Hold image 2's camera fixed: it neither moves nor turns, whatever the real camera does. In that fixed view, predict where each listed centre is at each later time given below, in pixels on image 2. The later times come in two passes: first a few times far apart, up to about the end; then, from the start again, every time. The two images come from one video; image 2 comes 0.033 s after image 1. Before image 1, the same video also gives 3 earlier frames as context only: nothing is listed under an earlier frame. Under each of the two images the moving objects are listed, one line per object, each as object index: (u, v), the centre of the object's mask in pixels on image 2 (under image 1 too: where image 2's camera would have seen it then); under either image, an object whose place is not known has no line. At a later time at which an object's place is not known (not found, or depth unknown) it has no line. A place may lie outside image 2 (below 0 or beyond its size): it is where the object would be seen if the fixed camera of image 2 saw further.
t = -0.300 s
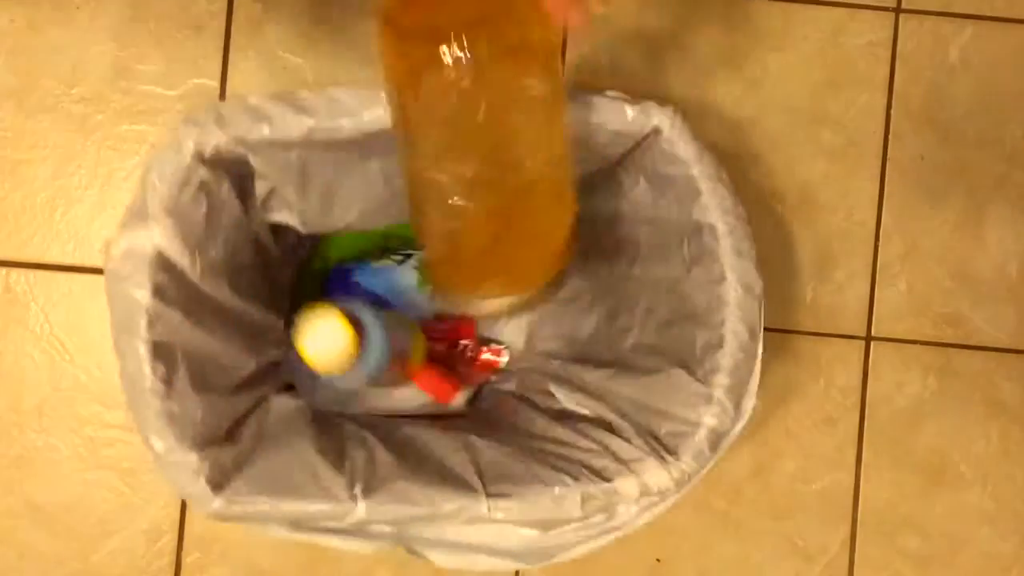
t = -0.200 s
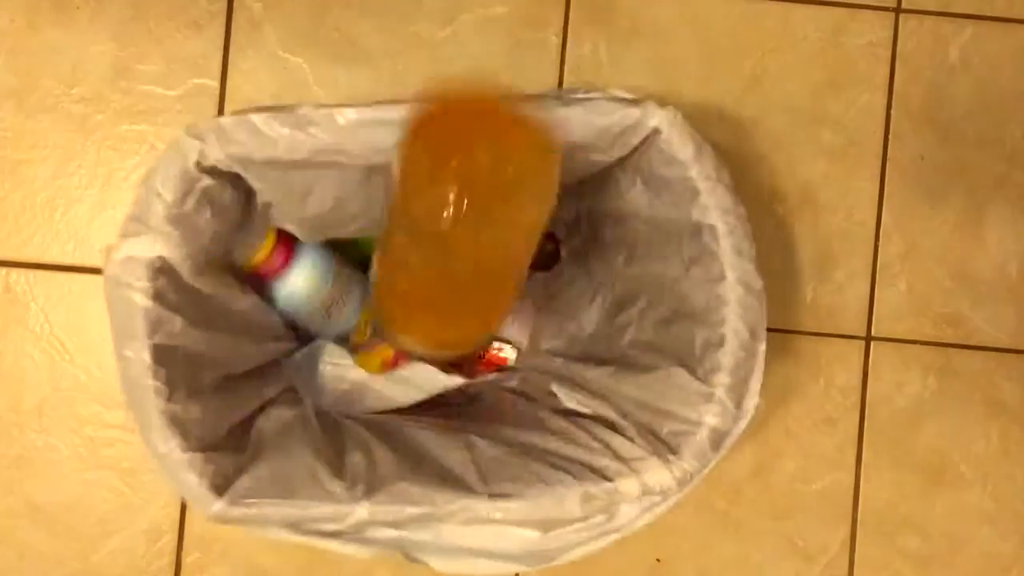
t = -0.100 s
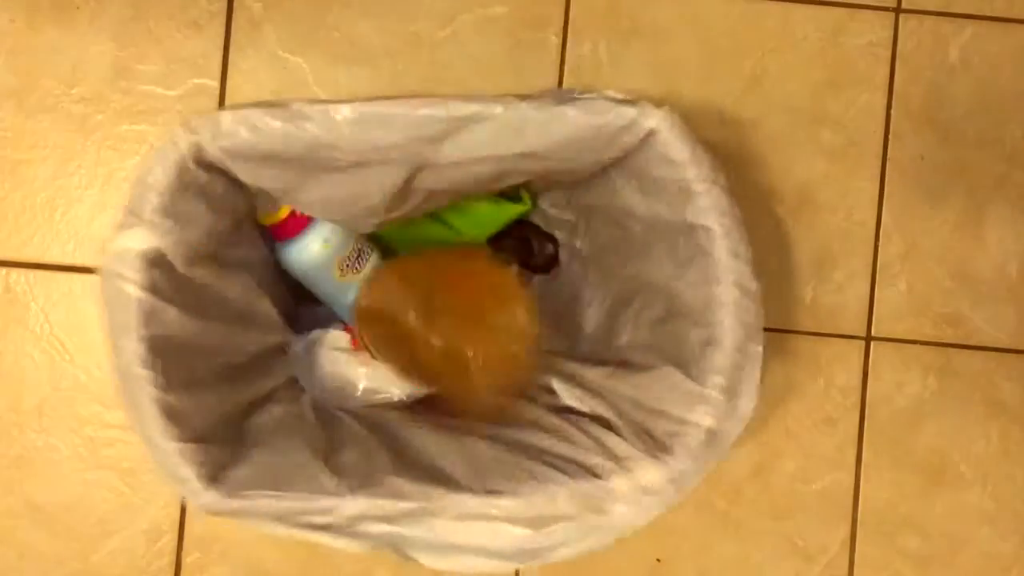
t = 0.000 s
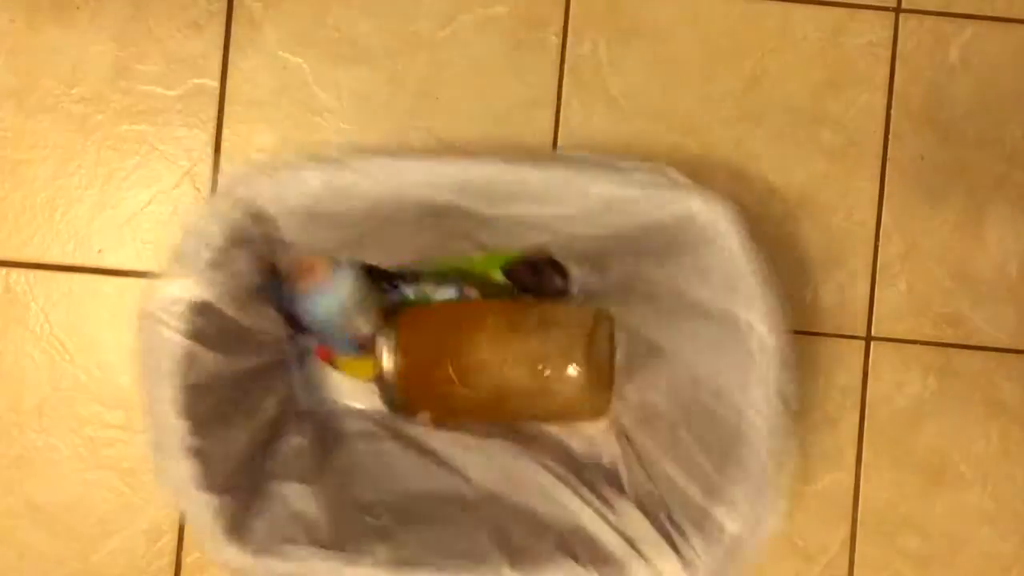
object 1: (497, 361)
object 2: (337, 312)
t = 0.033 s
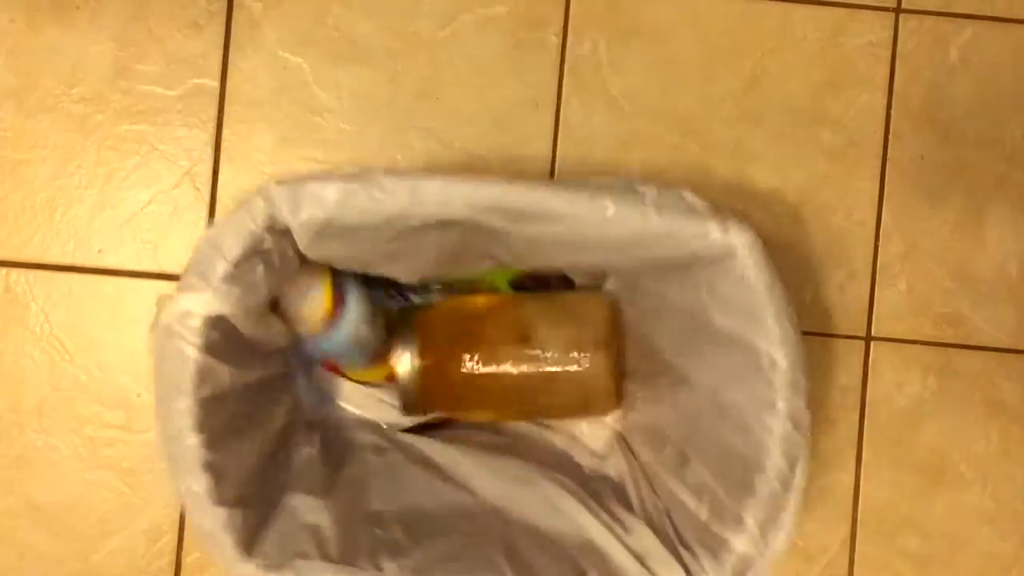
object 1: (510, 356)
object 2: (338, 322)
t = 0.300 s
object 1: (522, 330)
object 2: (348, 360)
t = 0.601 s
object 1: (521, 328)
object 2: (352, 359)
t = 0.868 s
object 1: (522, 328)
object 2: (352, 359)
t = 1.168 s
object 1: (521, 327)
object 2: (352, 358)
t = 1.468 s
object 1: (521, 326)
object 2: (352, 358)
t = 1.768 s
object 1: (521, 326)
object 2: (353, 359)
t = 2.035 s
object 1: (521, 326)
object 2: (353, 358)
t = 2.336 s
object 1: (521, 325)
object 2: (353, 358)
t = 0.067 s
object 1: (520, 348)
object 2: (348, 339)
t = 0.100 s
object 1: (527, 339)
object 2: (350, 363)
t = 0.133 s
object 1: (528, 333)
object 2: (352, 378)
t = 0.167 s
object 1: (528, 332)
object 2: (354, 377)
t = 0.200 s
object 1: (524, 330)
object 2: (351, 376)
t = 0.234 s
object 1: (523, 330)
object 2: (347, 373)
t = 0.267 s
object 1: (522, 330)
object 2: (345, 365)
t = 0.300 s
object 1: (522, 330)
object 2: (348, 360)
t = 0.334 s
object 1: (522, 330)
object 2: (352, 359)
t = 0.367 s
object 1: (522, 329)
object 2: (353, 359)
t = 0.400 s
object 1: (522, 329)
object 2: (352, 359)
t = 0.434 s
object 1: (522, 329)
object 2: (352, 359)
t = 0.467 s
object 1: (522, 329)
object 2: (352, 359)
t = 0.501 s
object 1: (522, 328)
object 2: (352, 359)
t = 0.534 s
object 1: (522, 328)
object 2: (352, 359)
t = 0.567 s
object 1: (522, 328)
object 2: (352, 359)
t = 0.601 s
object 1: (521, 328)
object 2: (352, 359)
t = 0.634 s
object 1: (521, 328)
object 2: (352, 359)
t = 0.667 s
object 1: (521, 328)
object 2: (352, 359)
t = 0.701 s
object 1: (521, 328)
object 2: (352, 359)
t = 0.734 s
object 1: (522, 328)
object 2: (352, 359)
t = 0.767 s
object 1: (521, 328)
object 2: (352, 359)
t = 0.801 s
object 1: (521, 328)
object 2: (352, 359)
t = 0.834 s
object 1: (522, 328)
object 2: (352, 359)
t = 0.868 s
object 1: (522, 328)
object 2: (352, 359)
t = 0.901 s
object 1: (521, 328)
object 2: (352, 359)
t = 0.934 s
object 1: (521, 327)
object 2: (352, 359)
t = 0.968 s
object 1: (521, 327)
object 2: (352, 359)
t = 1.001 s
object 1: (521, 327)
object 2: (352, 359)
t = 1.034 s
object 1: (522, 327)
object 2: (352, 359)
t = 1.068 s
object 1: (521, 327)
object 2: (352, 359)
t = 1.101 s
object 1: (521, 327)
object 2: (352, 359)
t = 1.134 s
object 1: (521, 327)
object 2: (352, 359)
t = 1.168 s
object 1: (521, 327)
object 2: (352, 358)
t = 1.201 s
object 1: (521, 327)
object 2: (353, 359)
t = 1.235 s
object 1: (521, 327)
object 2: (352, 358)
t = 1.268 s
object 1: (521, 327)
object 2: (353, 359)
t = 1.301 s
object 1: (521, 327)
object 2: (352, 358)
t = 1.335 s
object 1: (521, 327)
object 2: (353, 360)
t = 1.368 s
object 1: (521, 326)
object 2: (352, 358)
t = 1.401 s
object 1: (522, 326)
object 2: (352, 358)
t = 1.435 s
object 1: (521, 326)
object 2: (352, 358)
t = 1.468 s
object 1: (521, 326)
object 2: (352, 358)
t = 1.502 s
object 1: (521, 326)
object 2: (353, 359)
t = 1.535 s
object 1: (521, 326)
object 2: (353, 359)
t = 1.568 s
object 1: (521, 326)
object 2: (353, 358)
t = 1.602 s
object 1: (521, 326)
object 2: (353, 359)
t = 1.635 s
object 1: (521, 326)
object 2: (352, 358)
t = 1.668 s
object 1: (521, 326)
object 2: (353, 359)
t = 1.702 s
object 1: (521, 326)
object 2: (353, 358)
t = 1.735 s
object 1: (521, 326)
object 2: (353, 358)
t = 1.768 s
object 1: (521, 326)
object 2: (353, 359)
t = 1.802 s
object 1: (521, 326)
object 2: (353, 358)
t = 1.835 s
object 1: (521, 326)
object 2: (353, 360)
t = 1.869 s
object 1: (521, 326)
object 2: (353, 358)
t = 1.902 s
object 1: (521, 326)
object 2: (353, 359)
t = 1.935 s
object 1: (521, 326)
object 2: (353, 358)
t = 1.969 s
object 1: (521, 326)
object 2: (353, 358)
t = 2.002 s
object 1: (521, 326)
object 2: (353, 358)
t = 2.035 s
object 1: (521, 326)
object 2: (353, 358)
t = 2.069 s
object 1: (521, 325)
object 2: (353, 359)
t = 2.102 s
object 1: (521, 325)
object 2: (353, 358)
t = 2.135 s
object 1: (521, 325)
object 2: (353, 359)
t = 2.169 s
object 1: (521, 325)
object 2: (353, 358)
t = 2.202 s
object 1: (521, 325)
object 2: (353, 358)
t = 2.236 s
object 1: (521, 325)
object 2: (353, 358)
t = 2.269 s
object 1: (521, 325)
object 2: (353, 358)
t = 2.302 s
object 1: (521, 325)
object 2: (353, 358)
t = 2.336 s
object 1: (521, 325)
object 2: (353, 358)
